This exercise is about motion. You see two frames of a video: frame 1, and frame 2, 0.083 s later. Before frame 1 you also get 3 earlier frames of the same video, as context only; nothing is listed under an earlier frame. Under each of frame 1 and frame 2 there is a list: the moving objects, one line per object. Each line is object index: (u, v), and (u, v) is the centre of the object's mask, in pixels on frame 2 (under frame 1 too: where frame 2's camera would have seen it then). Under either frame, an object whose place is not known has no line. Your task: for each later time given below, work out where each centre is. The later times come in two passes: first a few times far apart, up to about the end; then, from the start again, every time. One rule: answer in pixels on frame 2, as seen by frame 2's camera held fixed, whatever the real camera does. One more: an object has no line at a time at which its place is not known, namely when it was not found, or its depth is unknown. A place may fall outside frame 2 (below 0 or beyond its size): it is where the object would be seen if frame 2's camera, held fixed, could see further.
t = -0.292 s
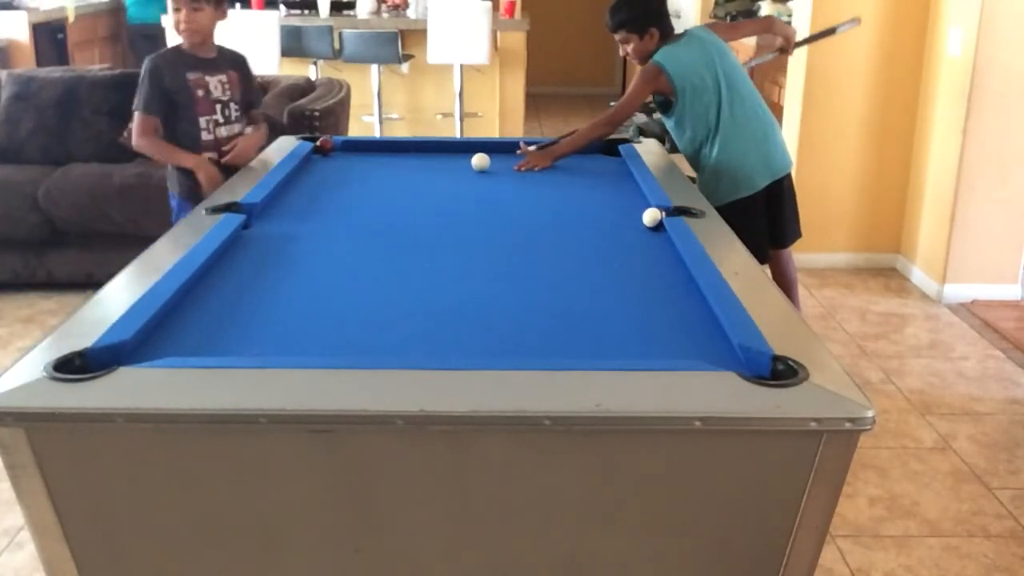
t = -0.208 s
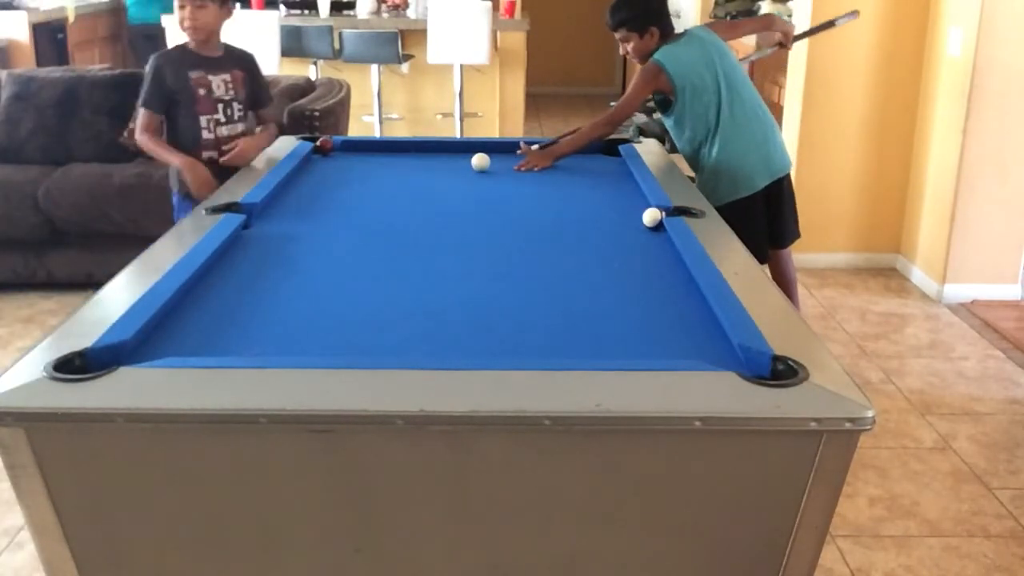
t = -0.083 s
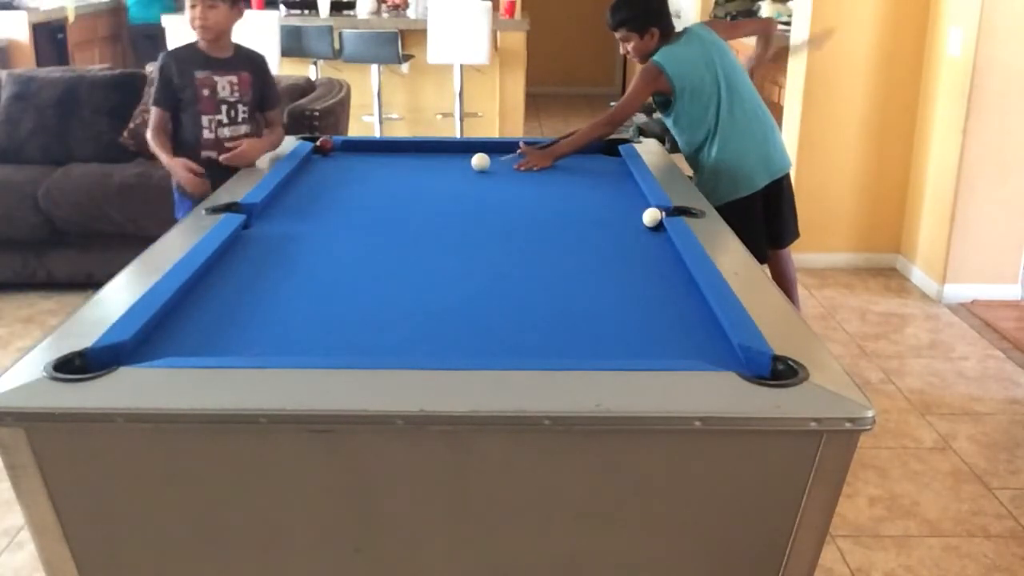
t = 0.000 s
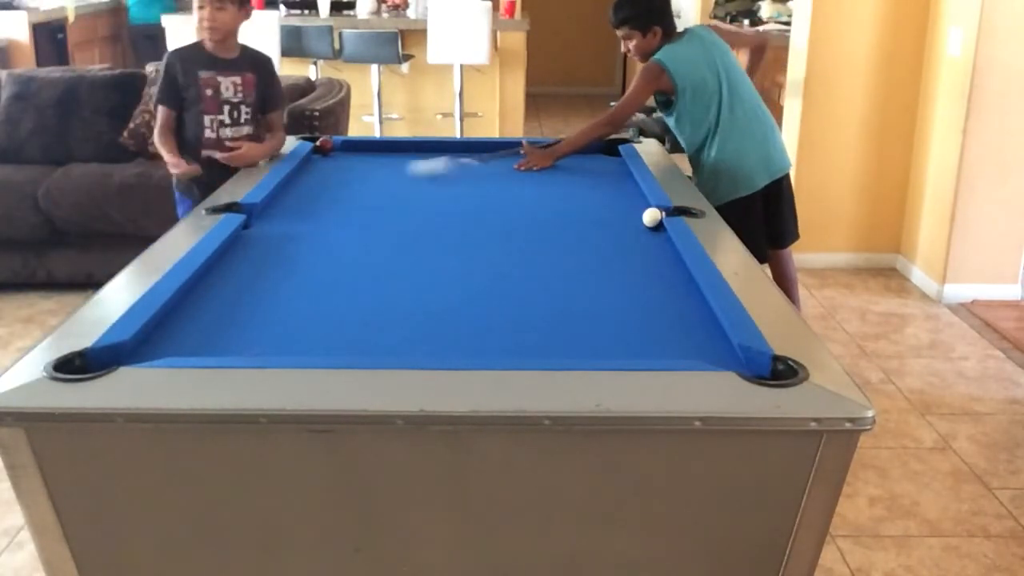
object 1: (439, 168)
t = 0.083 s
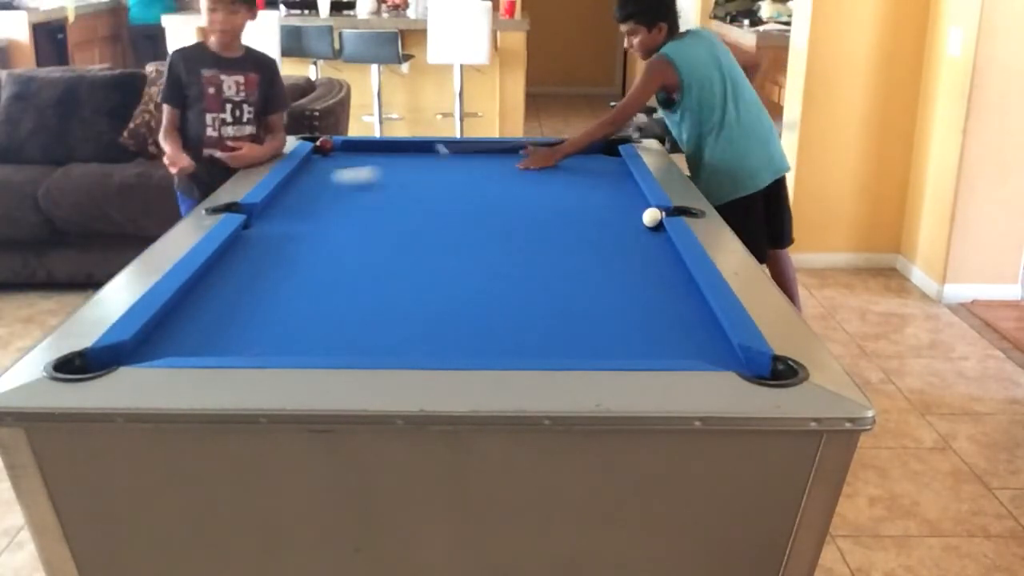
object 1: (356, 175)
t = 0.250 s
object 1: (336, 190)
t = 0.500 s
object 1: (456, 205)
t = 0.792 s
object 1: (598, 222)
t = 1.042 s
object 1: (611, 231)
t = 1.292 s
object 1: (557, 238)
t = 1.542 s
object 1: (504, 244)
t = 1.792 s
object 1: (452, 249)
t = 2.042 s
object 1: (400, 255)
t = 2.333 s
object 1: (341, 262)
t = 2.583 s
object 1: (292, 267)
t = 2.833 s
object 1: (243, 272)
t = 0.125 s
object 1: (318, 180)
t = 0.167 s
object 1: (295, 184)
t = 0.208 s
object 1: (314, 187)
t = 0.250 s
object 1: (336, 190)
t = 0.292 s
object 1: (358, 193)
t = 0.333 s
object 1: (378, 196)
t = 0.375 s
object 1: (398, 198)
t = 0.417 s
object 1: (417, 200)
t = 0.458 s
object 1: (436, 203)
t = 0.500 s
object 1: (456, 205)
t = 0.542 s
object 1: (475, 207)
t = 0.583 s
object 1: (495, 209)
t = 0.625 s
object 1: (515, 212)
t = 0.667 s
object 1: (535, 214)
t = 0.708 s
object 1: (556, 217)
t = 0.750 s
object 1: (577, 219)
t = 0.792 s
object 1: (598, 222)
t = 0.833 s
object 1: (620, 224)
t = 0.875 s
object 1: (639, 226)
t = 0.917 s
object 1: (647, 229)
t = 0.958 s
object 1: (633, 229)
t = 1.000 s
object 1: (622, 230)
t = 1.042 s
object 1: (611, 231)
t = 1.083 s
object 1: (601, 233)
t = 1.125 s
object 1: (592, 234)
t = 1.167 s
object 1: (583, 235)
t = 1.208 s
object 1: (575, 236)
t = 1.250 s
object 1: (566, 237)
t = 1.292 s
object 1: (557, 238)
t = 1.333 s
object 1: (548, 239)
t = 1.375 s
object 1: (540, 240)
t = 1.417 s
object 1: (530, 241)
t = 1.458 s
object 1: (522, 242)
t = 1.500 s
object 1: (513, 243)
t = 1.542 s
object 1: (504, 244)
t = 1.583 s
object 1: (495, 245)
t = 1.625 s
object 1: (487, 246)
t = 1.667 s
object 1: (478, 246)
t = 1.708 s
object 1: (469, 247)
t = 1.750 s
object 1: (460, 248)
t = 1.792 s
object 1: (452, 249)
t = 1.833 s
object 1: (443, 250)
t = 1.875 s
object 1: (435, 251)
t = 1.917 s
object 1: (426, 252)
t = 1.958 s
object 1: (417, 253)
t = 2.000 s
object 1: (409, 254)
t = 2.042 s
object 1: (400, 255)
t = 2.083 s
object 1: (391, 256)
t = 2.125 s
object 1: (383, 257)
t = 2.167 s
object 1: (375, 258)
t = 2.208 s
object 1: (366, 259)
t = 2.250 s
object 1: (358, 260)
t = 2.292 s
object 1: (349, 261)
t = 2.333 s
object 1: (341, 262)
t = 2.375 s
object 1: (333, 263)
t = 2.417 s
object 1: (324, 263)
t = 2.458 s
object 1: (316, 264)
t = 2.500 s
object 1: (308, 265)
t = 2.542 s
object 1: (300, 266)
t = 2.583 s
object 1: (292, 267)
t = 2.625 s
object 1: (283, 268)
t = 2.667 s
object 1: (275, 269)
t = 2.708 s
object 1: (267, 270)
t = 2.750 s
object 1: (259, 271)
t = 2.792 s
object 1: (251, 272)
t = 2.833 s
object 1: (243, 272)
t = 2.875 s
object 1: (235, 273)
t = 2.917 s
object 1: (228, 274)
